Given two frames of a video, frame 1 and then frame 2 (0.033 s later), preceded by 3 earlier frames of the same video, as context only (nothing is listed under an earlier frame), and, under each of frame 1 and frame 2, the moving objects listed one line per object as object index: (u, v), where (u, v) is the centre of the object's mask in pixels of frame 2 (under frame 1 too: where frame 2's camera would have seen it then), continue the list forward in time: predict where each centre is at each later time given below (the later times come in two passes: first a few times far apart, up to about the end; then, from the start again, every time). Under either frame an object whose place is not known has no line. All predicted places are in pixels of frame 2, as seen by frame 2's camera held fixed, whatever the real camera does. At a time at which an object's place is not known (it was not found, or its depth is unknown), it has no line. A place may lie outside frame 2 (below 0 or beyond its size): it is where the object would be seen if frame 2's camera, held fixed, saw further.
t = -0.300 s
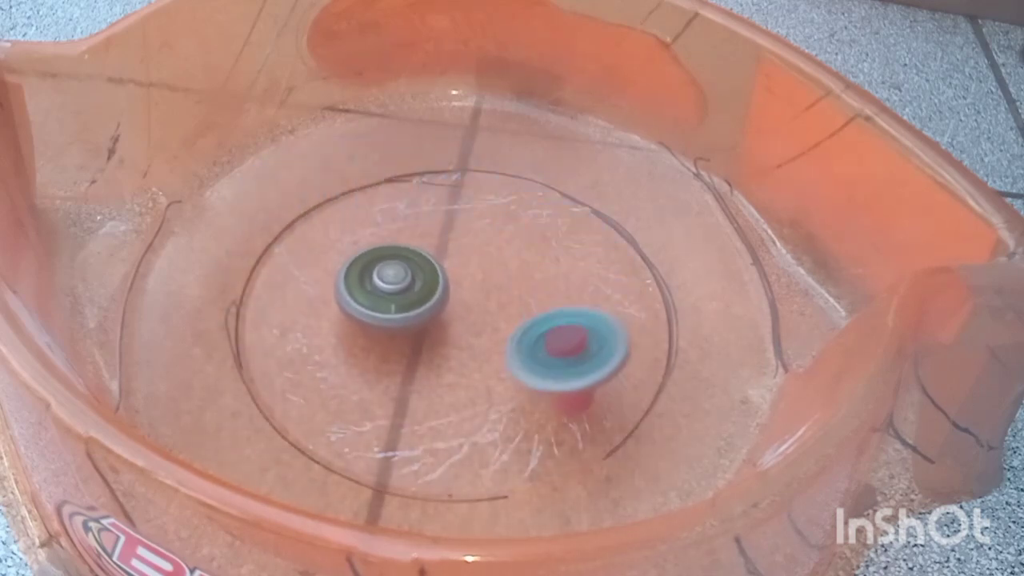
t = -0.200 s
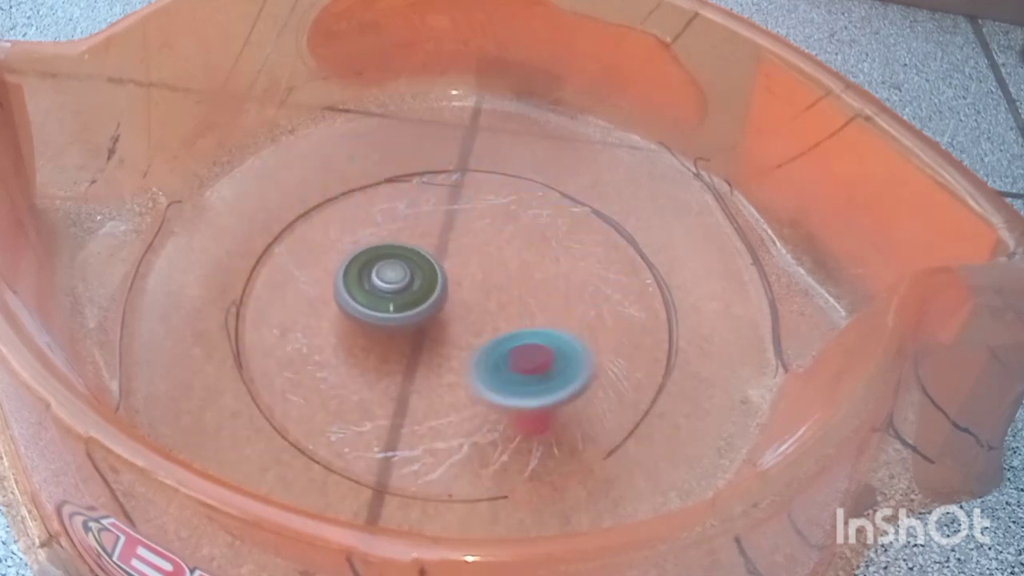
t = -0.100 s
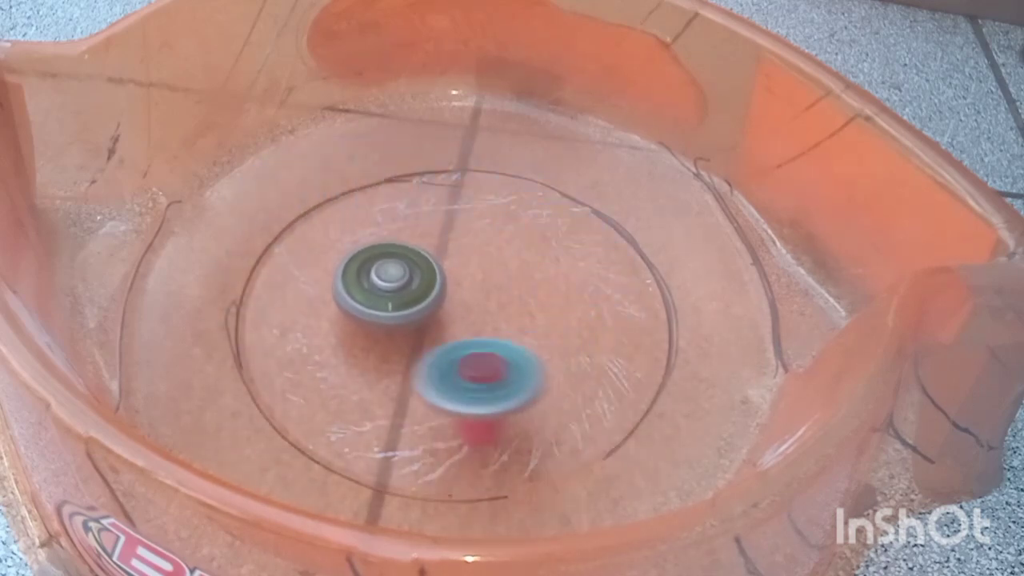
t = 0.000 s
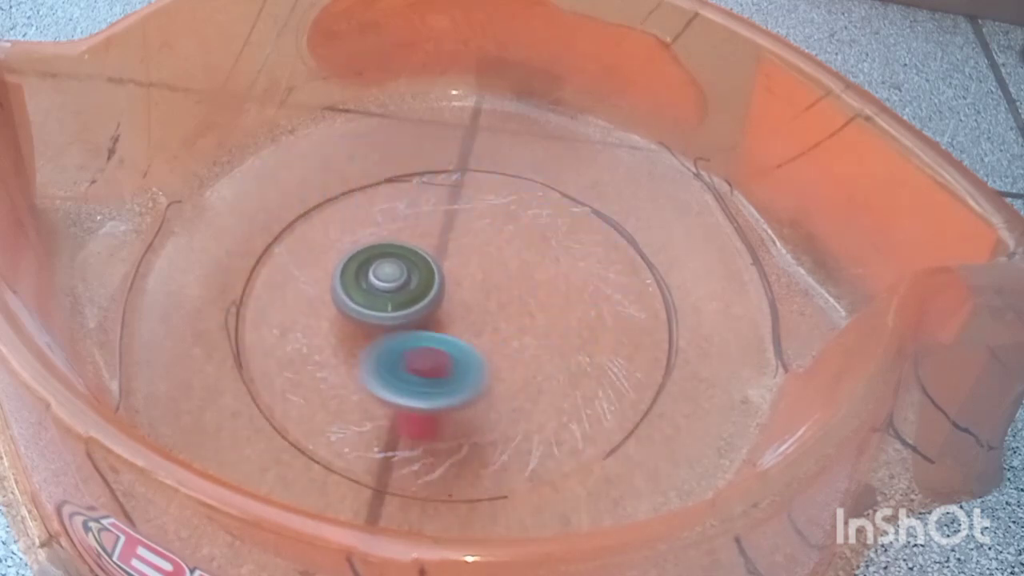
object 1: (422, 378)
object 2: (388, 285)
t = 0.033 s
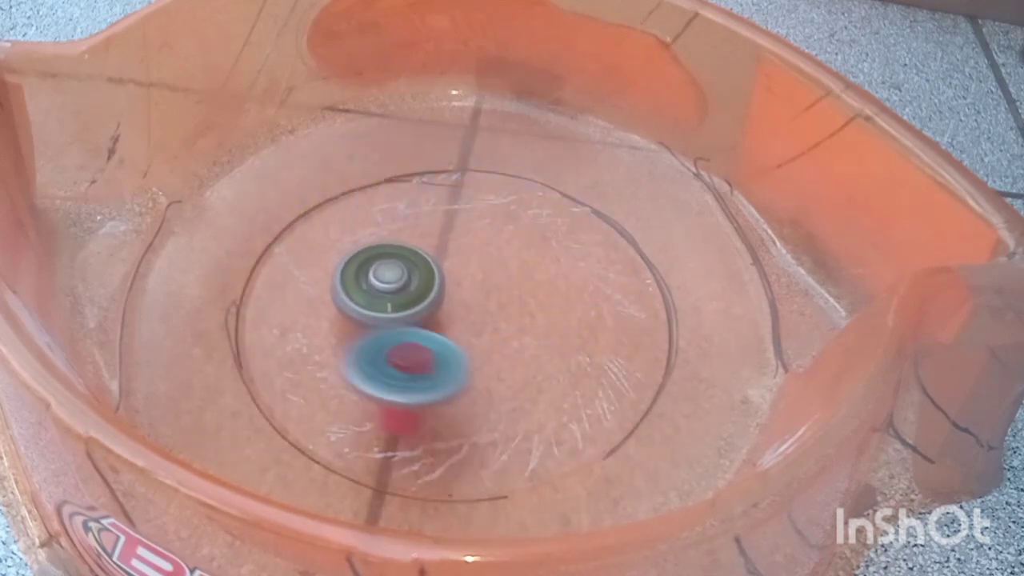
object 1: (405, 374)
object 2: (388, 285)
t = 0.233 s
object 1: (281, 363)
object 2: (407, 270)
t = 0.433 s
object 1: (309, 345)
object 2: (418, 271)
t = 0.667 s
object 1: (307, 251)
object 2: (443, 302)
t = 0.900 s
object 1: (332, 183)
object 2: (429, 352)
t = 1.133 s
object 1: (423, 172)
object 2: (407, 357)
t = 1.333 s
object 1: (498, 213)
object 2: (387, 336)
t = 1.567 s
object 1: (540, 306)
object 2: (365, 283)
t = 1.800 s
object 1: (486, 387)
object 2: (384, 249)
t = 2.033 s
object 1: (373, 389)
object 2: (426, 249)
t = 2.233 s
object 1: (322, 321)
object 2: (471, 269)
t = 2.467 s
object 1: (338, 228)
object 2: (499, 312)
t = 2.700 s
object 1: (423, 188)
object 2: (475, 347)
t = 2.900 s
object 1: (502, 202)
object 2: (425, 346)
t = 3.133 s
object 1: (552, 276)
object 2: (361, 312)
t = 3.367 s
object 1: (509, 355)
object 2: (348, 269)
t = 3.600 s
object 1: (390, 368)
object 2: (389, 254)
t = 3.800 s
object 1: (318, 310)
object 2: (442, 263)
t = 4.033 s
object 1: (320, 229)
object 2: (483, 300)
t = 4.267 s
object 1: (403, 201)
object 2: (475, 341)
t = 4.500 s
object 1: (502, 233)
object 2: (431, 348)
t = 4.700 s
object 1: (549, 297)
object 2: (384, 319)
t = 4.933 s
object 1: (508, 366)
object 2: (362, 272)
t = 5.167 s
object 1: (395, 362)
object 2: (389, 253)
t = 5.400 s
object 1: (335, 283)
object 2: (438, 266)
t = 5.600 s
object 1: (356, 217)
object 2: (455, 297)
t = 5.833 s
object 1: (438, 195)
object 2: (437, 336)
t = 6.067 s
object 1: (511, 241)
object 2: (394, 338)
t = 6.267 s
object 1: (524, 311)
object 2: (367, 311)
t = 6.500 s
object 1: (443, 364)
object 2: (375, 278)
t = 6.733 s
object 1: (349, 332)
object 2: (415, 265)
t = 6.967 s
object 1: (334, 252)
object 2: (448, 282)
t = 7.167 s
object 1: (388, 213)
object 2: (445, 305)
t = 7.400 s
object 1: (480, 225)
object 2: (404, 324)
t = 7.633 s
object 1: (530, 292)
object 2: (360, 315)
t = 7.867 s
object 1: (483, 353)
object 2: (360, 292)
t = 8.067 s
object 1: (396, 347)
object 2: (395, 271)
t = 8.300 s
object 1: (312, 290)
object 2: (435, 291)
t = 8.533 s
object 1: (315, 234)
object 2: (444, 318)
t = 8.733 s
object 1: (386, 225)
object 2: (424, 328)
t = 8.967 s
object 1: (476, 263)
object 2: (389, 320)
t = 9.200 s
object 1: (518, 325)
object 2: (378, 291)
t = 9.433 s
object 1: (459, 363)
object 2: (382, 266)
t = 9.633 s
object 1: (394, 328)
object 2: (405, 256)
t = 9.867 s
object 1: (302, 282)
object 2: (447, 282)
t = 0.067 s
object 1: (388, 368)
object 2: (388, 284)
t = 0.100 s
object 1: (374, 360)
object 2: (388, 283)
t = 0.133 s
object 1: (352, 356)
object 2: (393, 277)
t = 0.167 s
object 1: (319, 365)
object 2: (400, 272)
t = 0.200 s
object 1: (296, 366)
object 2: (406, 269)
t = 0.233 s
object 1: (281, 363)
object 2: (407, 270)
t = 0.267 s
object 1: (277, 361)
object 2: (409, 269)
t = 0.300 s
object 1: (278, 359)
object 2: (410, 269)
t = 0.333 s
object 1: (281, 358)
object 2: (413, 270)
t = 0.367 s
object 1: (287, 359)
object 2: (414, 270)
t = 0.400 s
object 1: (299, 355)
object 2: (416, 270)
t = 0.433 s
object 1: (309, 345)
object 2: (418, 271)
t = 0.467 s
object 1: (316, 332)
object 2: (419, 272)
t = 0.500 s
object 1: (324, 317)
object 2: (421, 273)
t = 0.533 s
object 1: (332, 303)
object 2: (426, 273)
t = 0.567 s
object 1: (330, 285)
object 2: (431, 276)
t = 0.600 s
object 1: (316, 273)
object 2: (434, 284)
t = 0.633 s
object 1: (310, 262)
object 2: (439, 293)
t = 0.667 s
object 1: (307, 251)
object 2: (443, 302)
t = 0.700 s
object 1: (307, 238)
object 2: (443, 311)
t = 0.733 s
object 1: (305, 225)
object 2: (442, 319)
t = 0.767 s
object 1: (306, 214)
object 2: (440, 329)
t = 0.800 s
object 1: (310, 204)
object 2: (438, 336)
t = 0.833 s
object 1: (315, 195)
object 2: (435, 342)
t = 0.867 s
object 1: (323, 188)
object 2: (433, 348)
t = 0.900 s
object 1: (332, 183)
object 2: (429, 352)
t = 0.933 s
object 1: (343, 178)
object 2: (425, 355)
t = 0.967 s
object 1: (356, 174)
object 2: (421, 356)
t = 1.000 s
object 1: (368, 172)
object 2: (417, 357)
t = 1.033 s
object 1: (382, 171)
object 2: (414, 357)
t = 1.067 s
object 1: (395, 170)
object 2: (412, 357)
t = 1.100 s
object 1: (410, 171)
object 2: (410, 357)
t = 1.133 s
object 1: (423, 172)
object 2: (407, 357)
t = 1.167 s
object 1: (437, 176)
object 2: (404, 355)
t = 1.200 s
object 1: (451, 181)
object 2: (402, 354)
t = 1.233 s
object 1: (465, 187)
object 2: (399, 351)
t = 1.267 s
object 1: (477, 194)
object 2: (395, 348)
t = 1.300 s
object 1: (488, 203)
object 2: (392, 343)
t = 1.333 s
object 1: (498, 213)
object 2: (387, 336)
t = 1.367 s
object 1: (508, 225)
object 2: (382, 330)
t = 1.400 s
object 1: (517, 239)
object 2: (378, 323)
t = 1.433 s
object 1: (525, 251)
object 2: (374, 316)
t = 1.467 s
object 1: (531, 264)
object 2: (370, 306)
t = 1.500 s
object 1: (537, 278)
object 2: (367, 298)
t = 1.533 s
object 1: (539, 292)
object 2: (365, 290)
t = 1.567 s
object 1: (540, 306)
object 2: (365, 283)
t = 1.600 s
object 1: (540, 322)
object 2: (364, 275)
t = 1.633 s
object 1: (536, 335)
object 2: (365, 269)
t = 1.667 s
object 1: (530, 347)
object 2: (368, 263)
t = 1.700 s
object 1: (522, 359)
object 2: (371, 258)
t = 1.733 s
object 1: (513, 370)
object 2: (375, 254)
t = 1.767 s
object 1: (500, 379)
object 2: (379, 251)
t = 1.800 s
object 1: (486, 387)
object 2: (384, 249)
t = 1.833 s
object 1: (470, 392)
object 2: (389, 247)
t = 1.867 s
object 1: (454, 397)
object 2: (394, 247)
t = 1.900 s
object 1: (436, 399)
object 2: (400, 246)
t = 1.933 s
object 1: (418, 399)
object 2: (405, 246)
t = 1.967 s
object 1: (401, 397)
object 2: (412, 246)
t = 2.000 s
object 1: (386, 394)
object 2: (419, 247)
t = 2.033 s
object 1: (373, 389)
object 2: (426, 249)
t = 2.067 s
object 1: (359, 380)
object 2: (435, 251)
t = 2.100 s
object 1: (349, 370)
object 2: (442, 253)
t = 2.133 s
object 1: (339, 359)
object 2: (449, 256)
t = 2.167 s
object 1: (332, 347)
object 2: (457, 260)
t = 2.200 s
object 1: (326, 334)
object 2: (466, 265)
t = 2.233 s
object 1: (322, 321)
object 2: (471, 269)
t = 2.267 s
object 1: (319, 306)
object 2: (478, 274)
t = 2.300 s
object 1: (318, 291)
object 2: (485, 281)
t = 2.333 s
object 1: (320, 276)
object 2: (489, 286)
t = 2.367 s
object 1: (323, 262)
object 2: (494, 292)
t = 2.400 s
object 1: (326, 249)
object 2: (497, 300)
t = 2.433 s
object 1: (331, 238)
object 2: (499, 306)
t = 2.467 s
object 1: (338, 228)
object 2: (499, 312)
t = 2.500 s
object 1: (347, 218)
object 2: (499, 320)
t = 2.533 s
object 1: (357, 210)
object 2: (497, 327)
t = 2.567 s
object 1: (369, 203)
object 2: (495, 332)
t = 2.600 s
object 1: (381, 197)
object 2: (491, 338)
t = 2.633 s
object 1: (394, 193)
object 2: (487, 341)
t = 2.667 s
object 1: (409, 190)
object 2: (482, 345)
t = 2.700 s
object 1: (423, 188)
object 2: (475, 347)
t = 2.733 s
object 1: (437, 187)
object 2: (469, 349)
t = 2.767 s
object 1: (452, 187)
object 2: (460, 350)
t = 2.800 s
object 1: (466, 188)
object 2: (452, 351)
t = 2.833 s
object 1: (479, 192)
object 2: (443, 351)
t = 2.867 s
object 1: (491, 196)
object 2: (434, 348)
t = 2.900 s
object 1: (502, 202)
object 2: (425, 346)
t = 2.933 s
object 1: (512, 210)
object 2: (415, 343)
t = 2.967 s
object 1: (522, 219)
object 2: (404, 339)
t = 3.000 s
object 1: (530, 230)
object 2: (395, 334)
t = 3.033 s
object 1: (538, 240)
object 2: (385, 330)
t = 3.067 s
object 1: (544, 251)
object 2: (375, 324)
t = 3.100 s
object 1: (548, 264)
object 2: (369, 318)
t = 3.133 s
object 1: (552, 276)
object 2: (361, 312)
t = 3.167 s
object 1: (552, 288)
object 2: (355, 305)
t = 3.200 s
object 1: (551, 302)
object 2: (351, 298)
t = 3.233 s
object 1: (548, 315)
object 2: (346, 291)
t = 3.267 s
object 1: (543, 325)
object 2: (346, 285)
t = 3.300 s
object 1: (533, 336)
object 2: (345, 279)
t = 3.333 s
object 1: (523, 346)
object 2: (346, 274)
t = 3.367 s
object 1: (509, 355)
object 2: (348, 269)
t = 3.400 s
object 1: (495, 362)
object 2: (352, 264)
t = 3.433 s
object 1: (478, 369)
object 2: (356, 260)
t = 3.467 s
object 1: (461, 373)
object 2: (361, 260)
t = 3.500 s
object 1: (443, 374)
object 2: (367, 256)
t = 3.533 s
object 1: (424, 375)
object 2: (374, 256)
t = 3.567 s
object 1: (407, 372)
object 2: (382, 253)
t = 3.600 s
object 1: (390, 368)
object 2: (389, 254)
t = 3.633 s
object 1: (375, 362)
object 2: (398, 252)
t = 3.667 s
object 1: (360, 354)
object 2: (406, 253)
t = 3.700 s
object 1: (348, 344)
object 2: (415, 254)
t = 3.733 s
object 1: (337, 334)
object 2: (424, 256)
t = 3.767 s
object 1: (326, 323)
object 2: (434, 260)
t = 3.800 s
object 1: (318, 310)
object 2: (442, 263)
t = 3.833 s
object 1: (313, 297)
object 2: (451, 267)
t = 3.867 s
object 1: (309, 284)
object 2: (457, 272)
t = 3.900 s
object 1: (307, 272)
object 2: (463, 275)
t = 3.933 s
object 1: (308, 260)
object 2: (468, 281)
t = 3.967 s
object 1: (311, 248)
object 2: (474, 286)
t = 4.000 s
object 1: (314, 238)
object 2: (478, 292)
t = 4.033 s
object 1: (320, 229)
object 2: (483, 300)
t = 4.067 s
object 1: (327, 221)
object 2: (483, 306)
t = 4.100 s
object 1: (337, 215)
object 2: (487, 312)
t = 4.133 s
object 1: (348, 210)
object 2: (486, 319)
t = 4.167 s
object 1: (360, 206)
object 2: (486, 326)
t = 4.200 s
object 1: (373, 203)
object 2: (483, 331)
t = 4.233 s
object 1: (388, 201)
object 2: (480, 337)
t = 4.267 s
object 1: (403, 201)
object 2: (475, 341)
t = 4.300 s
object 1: (418, 201)
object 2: (471, 345)
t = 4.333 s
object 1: (433, 203)
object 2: (466, 346)
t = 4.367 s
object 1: (448, 206)
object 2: (459, 348)
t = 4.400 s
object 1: (461, 210)
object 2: (452, 351)
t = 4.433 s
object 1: (477, 216)
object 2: (445, 349)
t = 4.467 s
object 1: (490, 223)
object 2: (437, 350)
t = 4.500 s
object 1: (502, 233)
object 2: (431, 348)
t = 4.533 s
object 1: (514, 243)
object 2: (423, 345)
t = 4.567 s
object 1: (523, 252)
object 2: (415, 341)
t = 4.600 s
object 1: (533, 263)
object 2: (407, 336)
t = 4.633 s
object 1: (540, 275)
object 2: (399, 332)
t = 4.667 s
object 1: (545, 286)
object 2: (391, 326)
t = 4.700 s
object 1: (549, 297)
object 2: (384, 319)
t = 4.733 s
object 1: (550, 309)
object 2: (379, 312)
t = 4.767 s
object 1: (549, 319)
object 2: (373, 305)
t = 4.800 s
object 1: (545, 329)
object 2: (368, 298)
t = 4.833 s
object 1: (539, 341)
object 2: (364, 290)
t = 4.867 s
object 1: (531, 351)
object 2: (363, 284)
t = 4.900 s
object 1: (520, 359)
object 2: (362, 277)
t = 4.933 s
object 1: (508, 366)
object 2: (362, 272)
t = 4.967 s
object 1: (493, 371)
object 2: (364, 268)
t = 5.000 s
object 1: (476, 374)
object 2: (365, 262)
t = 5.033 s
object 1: (460, 376)
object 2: (368, 259)
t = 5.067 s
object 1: (443, 375)
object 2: (373, 257)
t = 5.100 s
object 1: (425, 373)
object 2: (377, 253)
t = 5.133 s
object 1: (409, 368)
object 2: (382, 253)
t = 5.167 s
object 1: (395, 362)
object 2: (389, 253)
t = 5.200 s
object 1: (382, 354)
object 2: (396, 251)
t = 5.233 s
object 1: (370, 344)
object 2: (401, 254)
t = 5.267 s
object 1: (360, 333)
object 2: (409, 255)
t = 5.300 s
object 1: (351, 321)
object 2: (415, 254)
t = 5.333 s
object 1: (343, 307)
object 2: (423, 257)
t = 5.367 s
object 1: (339, 295)
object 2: (432, 261)
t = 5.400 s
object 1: (335, 283)
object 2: (438, 266)
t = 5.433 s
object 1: (333, 268)
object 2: (441, 271)
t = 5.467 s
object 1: (335, 255)
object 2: (445, 276)
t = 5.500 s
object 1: (338, 244)
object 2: (449, 281)
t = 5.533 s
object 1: (342, 234)
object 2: (452, 288)
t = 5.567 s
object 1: (349, 224)
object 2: (455, 292)
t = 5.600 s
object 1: (356, 217)
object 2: (455, 297)
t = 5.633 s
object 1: (365, 210)
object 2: (456, 304)
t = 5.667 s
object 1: (376, 205)
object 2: (456, 311)
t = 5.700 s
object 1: (387, 200)
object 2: (453, 317)
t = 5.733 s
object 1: (400, 197)
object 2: (451, 323)
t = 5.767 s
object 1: (412, 195)
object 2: (448, 327)
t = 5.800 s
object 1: (425, 195)
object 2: (443, 331)
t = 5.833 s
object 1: (438, 195)
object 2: (437, 336)
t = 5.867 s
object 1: (451, 198)
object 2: (433, 338)
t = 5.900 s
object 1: (464, 201)
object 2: (425, 340)
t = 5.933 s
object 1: (475, 206)
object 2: (420, 343)
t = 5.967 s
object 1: (485, 212)
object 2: (414, 342)
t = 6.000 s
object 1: (495, 220)
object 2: (406, 341)
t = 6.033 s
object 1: (503, 230)
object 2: (399, 340)
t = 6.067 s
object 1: (511, 241)
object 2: (394, 338)
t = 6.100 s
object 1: (518, 252)
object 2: (386, 333)
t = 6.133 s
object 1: (522, 262)
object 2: (381, 330)
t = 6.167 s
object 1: (526, 274)
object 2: (377, 326)
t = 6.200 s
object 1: (528, 287)
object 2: (371, 321)
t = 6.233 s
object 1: (526, 298)
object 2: (369, 317)
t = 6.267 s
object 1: (524, 311)
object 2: (367, 311)
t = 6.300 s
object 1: (517, 321)
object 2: (363, 305)
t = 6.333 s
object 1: (509, 332)
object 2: (364, 300)
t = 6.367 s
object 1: (500, 342)
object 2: (364, 295)
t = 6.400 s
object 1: (487, 350)
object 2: (364, 289)
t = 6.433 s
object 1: (474, 356)
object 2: (367, 286)
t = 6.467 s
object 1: (459, 361)
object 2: (371, 280)
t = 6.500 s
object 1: (443, 364)
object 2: (375, 278)
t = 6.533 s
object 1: (427, 365)
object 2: (380, 275)
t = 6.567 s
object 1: (411, 364)
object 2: (385, 271)
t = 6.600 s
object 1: (396, 361)
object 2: (389, 269)
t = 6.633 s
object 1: (383, 358)
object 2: (396, 266)
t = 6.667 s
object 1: (370, 350)
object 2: (402, 265)
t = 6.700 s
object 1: (359, 341)
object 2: (408, 264)
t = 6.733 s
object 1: (349, 332)
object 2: (415, 265)
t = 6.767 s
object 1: (340, 320)
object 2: (422, 265)
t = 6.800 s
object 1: (333, 310)
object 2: (427, 267)
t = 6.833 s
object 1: (329, 298)
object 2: (432, 270)
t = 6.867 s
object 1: (327, 286)
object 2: (439, 272)
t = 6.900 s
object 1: (327, 275)
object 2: (442, 274)
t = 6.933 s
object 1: (330, 263)
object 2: (444, 278)
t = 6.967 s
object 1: (334, 252)
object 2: (448, 282)
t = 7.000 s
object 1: (340, 243)
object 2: (450, 285)
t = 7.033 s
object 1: (347, 235)
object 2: (450, 290)
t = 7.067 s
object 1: (355, 227)
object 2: (451, 295)
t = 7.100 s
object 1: (366, 221)
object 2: (451, 299)
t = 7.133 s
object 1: (377, 217)
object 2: (449, 300)
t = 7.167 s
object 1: (388, 213)
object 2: (445, 305)
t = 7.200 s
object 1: (402, 211)
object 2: (442, 311)
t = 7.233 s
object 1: (415, 210)
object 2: (438, 313)
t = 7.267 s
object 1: (429, 210)
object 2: (433, 315)
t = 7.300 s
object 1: (442, 212)
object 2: (425, 318)
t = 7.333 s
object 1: (455, 214)
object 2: (420, 322)
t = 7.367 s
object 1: (468, 219)
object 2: (411, 323)
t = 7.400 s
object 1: (480, 225)
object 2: (404, 324)
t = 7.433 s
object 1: (492, 233)
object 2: (397, 326)
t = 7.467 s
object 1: (500, 241)
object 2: (390, 325)
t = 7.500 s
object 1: (510, 251)
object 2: (381, 324)
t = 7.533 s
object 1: (518, 260)
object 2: (377, 323)
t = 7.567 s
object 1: (524, 270)
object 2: (371, 322)
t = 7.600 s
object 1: (528, 281)
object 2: (366, 319)
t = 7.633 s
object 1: (530, 292)
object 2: (360, 315)
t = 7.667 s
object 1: (530, 302)
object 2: (360, 312)
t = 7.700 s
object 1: (528, 314)
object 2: (357, 309)
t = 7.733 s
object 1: (523, 324)
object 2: (355, 306)
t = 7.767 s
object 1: (516, 332)
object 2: (355, 303)
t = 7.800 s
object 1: (508, 341)
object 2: (357, 299)
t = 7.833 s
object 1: (497, 348)
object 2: (358, 294)
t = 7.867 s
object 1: (483, 353)
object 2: (360, 292)
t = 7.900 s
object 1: (468, 356)
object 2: (365, 290)
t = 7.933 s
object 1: (454, 358)
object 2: (371, 287)
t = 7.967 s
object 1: (438, 358)
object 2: (375, 283)
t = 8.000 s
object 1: (423, 356)
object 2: (379, 279)
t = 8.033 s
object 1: (409, 351)
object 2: (387, 274)
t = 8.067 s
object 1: (396, 347)
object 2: (395, 271)
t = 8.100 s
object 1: (384, 340)
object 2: (403, 268)
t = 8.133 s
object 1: (372, 330)
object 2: (413, 269)
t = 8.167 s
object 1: (359, 321)
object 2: (422, 271)
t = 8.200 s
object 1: (343, 316)
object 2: (428, 277)
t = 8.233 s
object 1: (332, 309)
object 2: (432, 283)
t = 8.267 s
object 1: (321, 301)
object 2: (434, 287)
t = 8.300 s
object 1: (312, 290)
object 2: (435, 291)
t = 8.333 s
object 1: (306, 282)
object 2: (438, 294)
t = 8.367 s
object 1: (302, 272)
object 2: (444, 300)
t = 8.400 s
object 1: (302, 264)
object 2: (448, 301)
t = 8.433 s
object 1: (302, 254)
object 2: (448, 304)
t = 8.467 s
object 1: (304, 247)
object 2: (445, 307)
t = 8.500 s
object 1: (309, 239)
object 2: (444, 312)
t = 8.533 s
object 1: (315, 234)
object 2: (444, 318)
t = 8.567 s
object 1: (324, 230)
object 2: (445, 320)
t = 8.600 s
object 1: (333, 227)
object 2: (446, 323)
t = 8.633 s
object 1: (345, 224)
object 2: (442, 324)
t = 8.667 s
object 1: (358, 223)
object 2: (436, 323)
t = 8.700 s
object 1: (371, 224)
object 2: (430, 326)
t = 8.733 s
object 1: (386, 225)
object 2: (424, 328)
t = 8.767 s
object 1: (400, 227)
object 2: (421, 330)
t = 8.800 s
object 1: (415, 231)
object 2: (418, 329)
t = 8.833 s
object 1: (429, 236)
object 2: (413, 327)
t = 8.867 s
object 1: (441, 242)
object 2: (407, 326)
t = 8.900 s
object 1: (452, 248)
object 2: (399, 324)
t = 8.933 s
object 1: (467, 255)
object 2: (393, 324)
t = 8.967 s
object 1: (476, 263)
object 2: (389, 320)
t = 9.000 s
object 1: (486, 270)
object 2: (386, 316)
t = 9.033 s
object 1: (499, 279)
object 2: (383, 311)
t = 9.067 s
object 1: (506, 289)
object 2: (382, 308)
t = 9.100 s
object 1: (511, 298)
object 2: (380, 303)
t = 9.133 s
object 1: (515, 307)
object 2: (379, 299)
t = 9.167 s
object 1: (518, 316)
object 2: (379, 295)
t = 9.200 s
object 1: (518, 325)
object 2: (378, 291)
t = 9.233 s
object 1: (514, 333)
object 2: (377, 286)
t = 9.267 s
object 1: (511, 343)
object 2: (376, 281)
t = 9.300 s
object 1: (504, 351)
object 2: (377, 278)
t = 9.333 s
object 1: (495, 357)
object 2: (378, 275)
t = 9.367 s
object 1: (483, 360)
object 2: (380, 272)
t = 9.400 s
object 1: (471, 363)
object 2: (380, 268)
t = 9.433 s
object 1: (459, 363)
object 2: (382, 266)
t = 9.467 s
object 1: (445, 361)
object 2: (385, 265)
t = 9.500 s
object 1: (433, 358)
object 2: (389, 266)
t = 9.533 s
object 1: (420, 352)
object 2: (391, 264)
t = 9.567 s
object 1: (411, 346)
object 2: (397, 262)
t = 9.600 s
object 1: (401, 338)
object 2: (399, 259)
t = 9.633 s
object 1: (394, 328)
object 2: (405, 256)
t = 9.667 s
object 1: (387, 318)
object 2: (412, 255)
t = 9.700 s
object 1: (379, 308)
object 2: (423, 256)
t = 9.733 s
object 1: (366, 301)
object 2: (432, 263)
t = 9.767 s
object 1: (353, 296)
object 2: (437, 272)
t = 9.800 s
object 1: (332, 292)
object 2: (440, 276)
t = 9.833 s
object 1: (314, 287)
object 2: (443, 279)
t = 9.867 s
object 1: (302, 282)
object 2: (447, 282)
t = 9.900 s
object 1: (290, 275)
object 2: (451, 285)
